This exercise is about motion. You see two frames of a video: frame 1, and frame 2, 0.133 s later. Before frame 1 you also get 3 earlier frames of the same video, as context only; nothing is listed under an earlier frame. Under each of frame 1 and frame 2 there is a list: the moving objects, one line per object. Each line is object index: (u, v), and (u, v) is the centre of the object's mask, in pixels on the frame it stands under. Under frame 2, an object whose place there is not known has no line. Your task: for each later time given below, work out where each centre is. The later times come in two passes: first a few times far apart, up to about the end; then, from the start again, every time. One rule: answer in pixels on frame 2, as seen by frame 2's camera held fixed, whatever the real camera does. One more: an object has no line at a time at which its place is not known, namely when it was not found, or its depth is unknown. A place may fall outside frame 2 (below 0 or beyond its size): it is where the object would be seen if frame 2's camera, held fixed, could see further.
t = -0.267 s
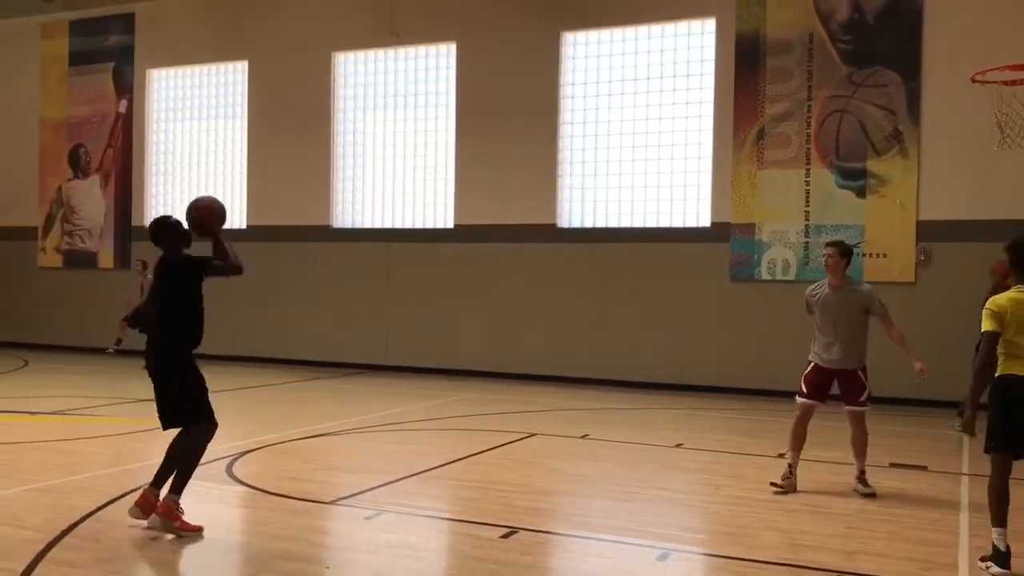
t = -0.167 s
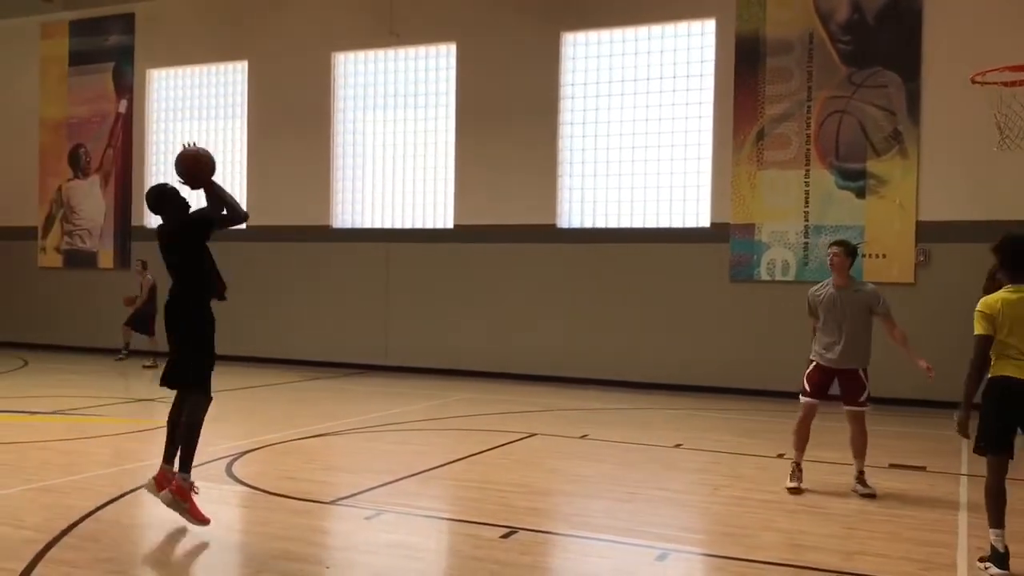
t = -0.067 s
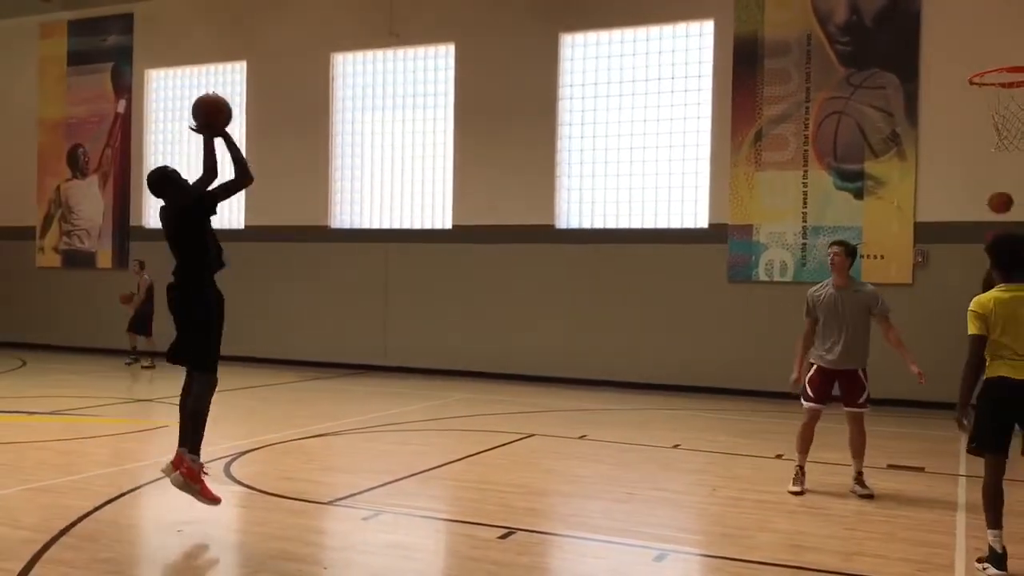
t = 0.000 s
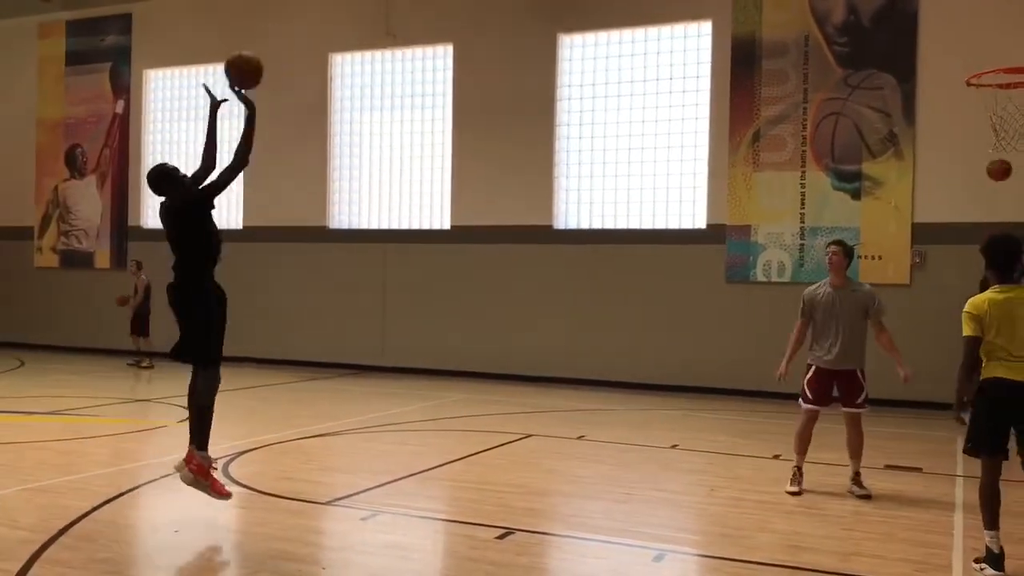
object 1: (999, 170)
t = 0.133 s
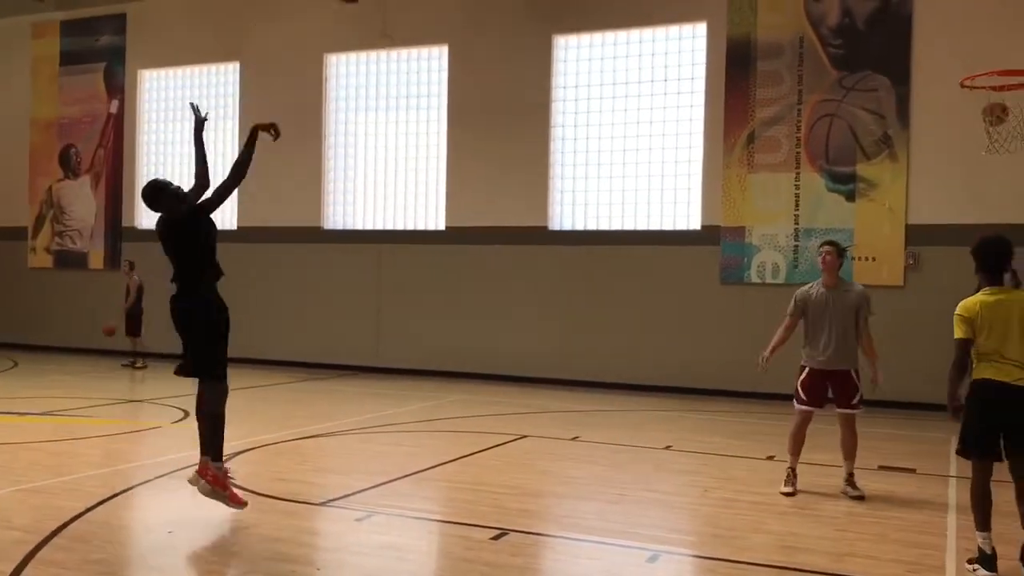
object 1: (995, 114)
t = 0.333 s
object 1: (998, 47)
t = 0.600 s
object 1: (1001, 15)
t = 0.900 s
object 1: (1002, 91)
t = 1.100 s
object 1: (993, 158)
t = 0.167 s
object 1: (995, 100)
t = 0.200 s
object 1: (996, 88)
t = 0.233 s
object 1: (995, 76)
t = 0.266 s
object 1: (996, 62)
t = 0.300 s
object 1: (997, 56)
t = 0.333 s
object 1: (998, 47)
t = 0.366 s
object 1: (998, 39)
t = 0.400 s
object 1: (998, 33)
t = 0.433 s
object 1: (999, 27)
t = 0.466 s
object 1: (999, 22)
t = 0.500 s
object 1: (1000, 18)
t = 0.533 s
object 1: (1000, 16)
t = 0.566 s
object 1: (1000, 15)
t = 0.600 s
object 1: (1001, 15)
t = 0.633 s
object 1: (1001, 16)
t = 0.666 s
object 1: (1001, 19)
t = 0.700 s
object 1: (1001, 24)
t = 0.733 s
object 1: (1002, 30)
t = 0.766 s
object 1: (1002, 38)
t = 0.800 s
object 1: (1002, 48)
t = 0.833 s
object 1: (1002, 56)
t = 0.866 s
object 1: (1001, 73)
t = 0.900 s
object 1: (1002, 91)
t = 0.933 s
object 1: (1001, 106)
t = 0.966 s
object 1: (999, 114)
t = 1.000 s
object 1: (997, 123)
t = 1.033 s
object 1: (996, 133)
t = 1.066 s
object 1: (995, 145)
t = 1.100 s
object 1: (993, 158)
